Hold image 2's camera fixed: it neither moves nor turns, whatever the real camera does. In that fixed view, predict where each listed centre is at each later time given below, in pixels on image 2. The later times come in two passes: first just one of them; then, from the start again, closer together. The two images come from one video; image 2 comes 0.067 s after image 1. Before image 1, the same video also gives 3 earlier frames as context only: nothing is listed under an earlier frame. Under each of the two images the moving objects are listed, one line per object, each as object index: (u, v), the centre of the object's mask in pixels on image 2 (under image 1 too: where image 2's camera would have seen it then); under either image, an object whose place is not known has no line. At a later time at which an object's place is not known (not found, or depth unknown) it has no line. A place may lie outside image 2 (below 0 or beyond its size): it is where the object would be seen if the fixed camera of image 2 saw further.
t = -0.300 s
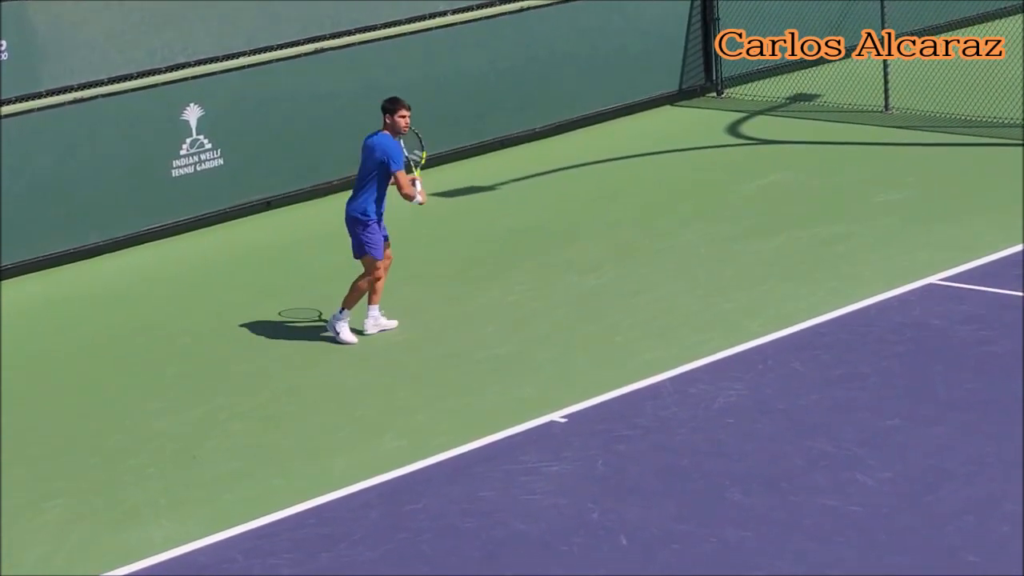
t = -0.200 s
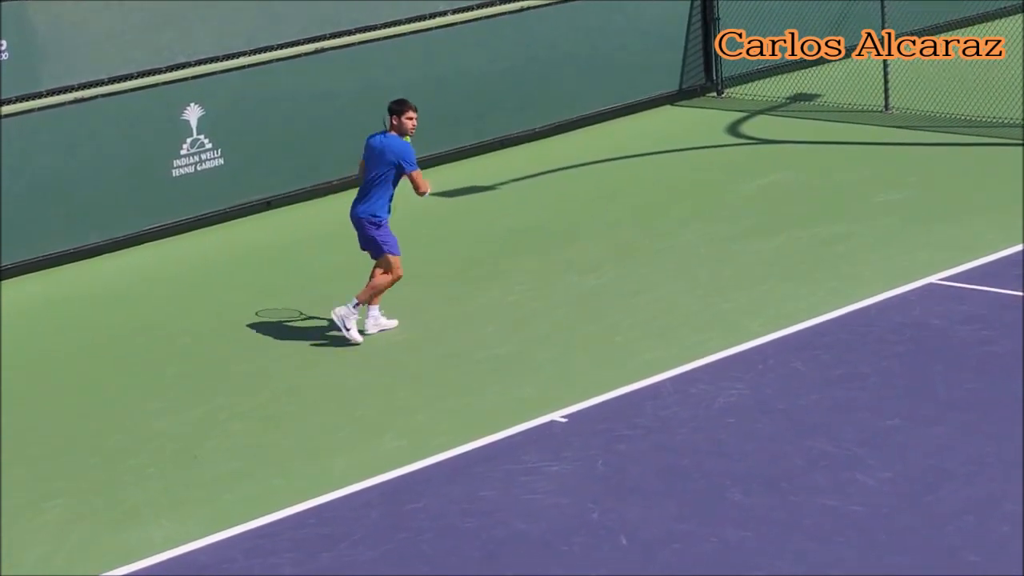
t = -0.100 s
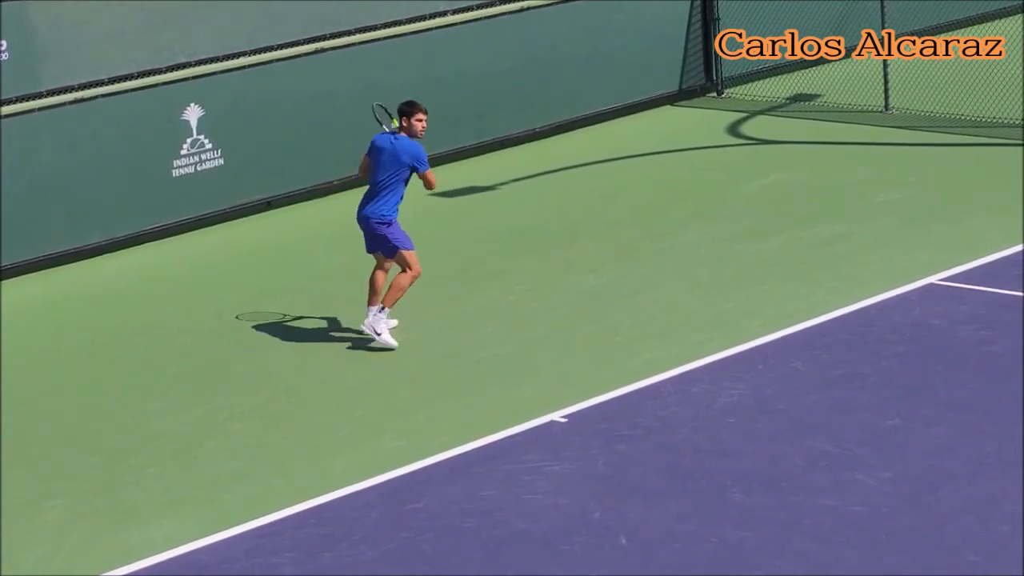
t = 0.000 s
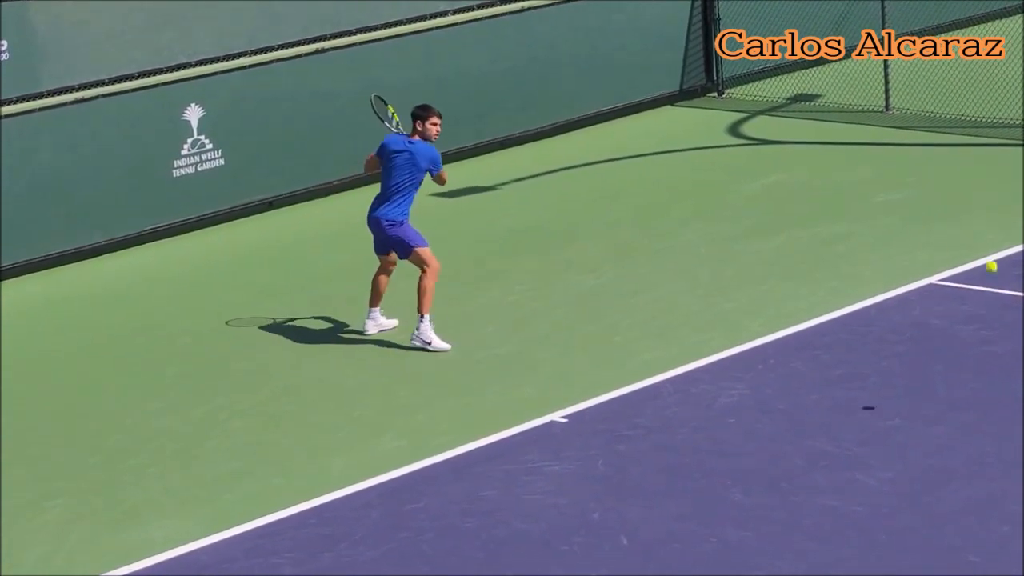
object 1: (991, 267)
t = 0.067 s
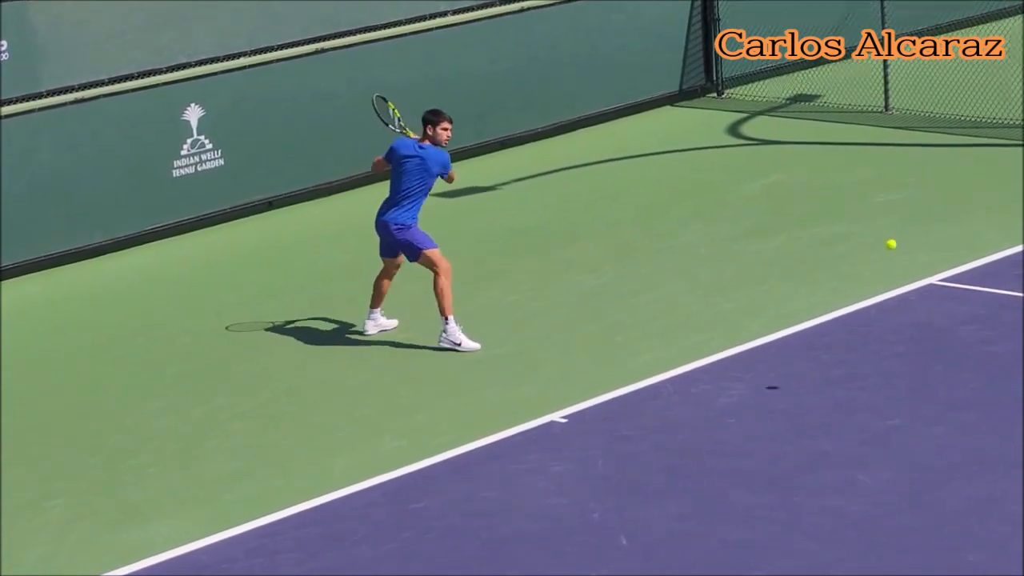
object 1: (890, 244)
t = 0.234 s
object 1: (678, 226)
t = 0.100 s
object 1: (844, 236)
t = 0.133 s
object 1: (800, 230)
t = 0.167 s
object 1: (758, 227)
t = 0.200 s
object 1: (717, 226)
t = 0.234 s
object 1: (678, 226)
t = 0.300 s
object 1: (605, 232)
